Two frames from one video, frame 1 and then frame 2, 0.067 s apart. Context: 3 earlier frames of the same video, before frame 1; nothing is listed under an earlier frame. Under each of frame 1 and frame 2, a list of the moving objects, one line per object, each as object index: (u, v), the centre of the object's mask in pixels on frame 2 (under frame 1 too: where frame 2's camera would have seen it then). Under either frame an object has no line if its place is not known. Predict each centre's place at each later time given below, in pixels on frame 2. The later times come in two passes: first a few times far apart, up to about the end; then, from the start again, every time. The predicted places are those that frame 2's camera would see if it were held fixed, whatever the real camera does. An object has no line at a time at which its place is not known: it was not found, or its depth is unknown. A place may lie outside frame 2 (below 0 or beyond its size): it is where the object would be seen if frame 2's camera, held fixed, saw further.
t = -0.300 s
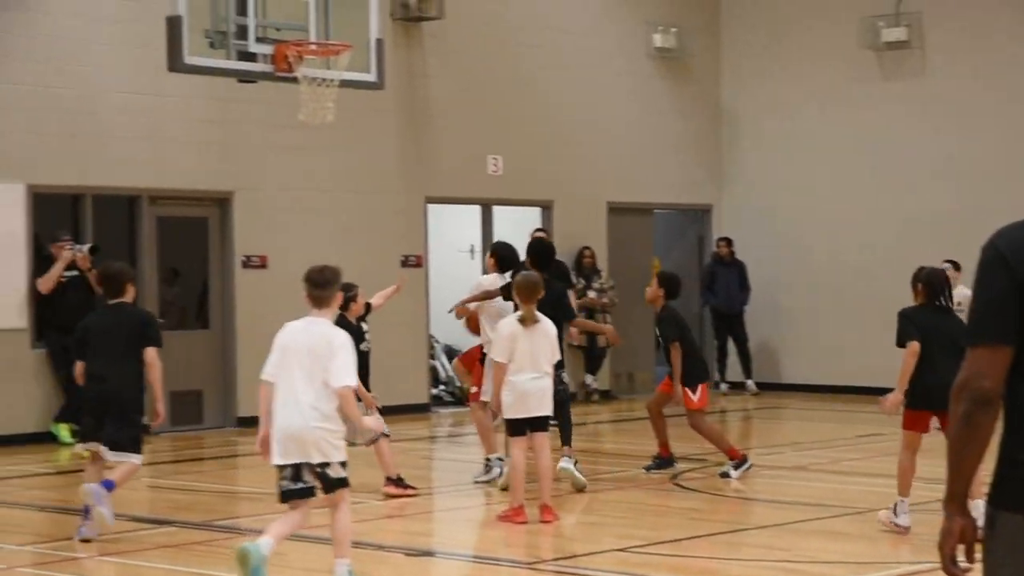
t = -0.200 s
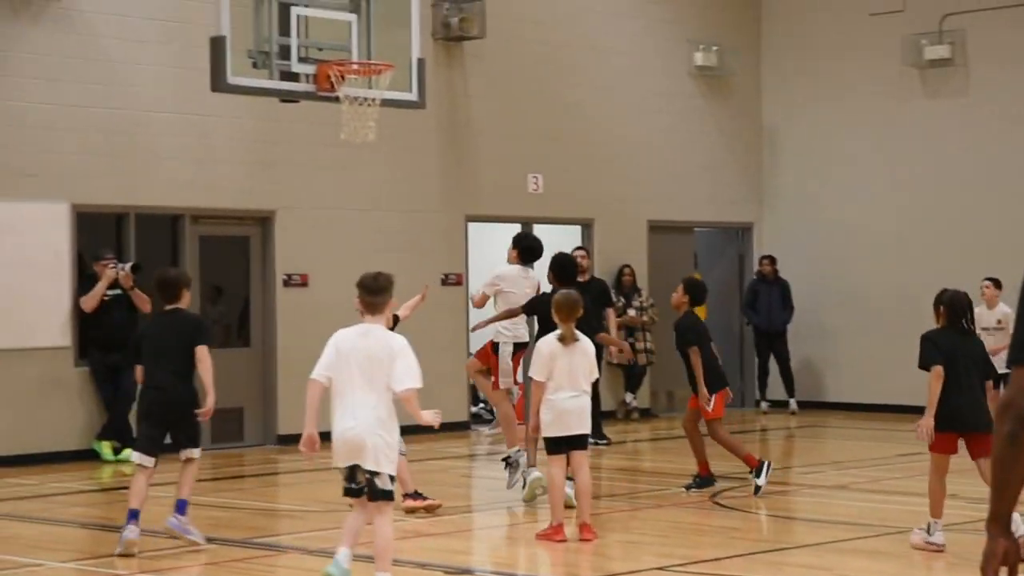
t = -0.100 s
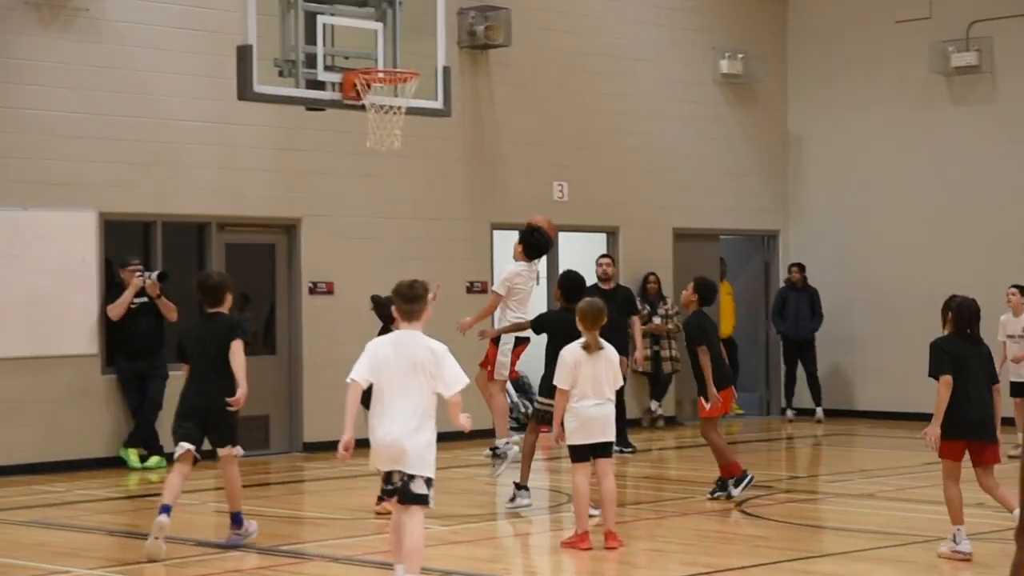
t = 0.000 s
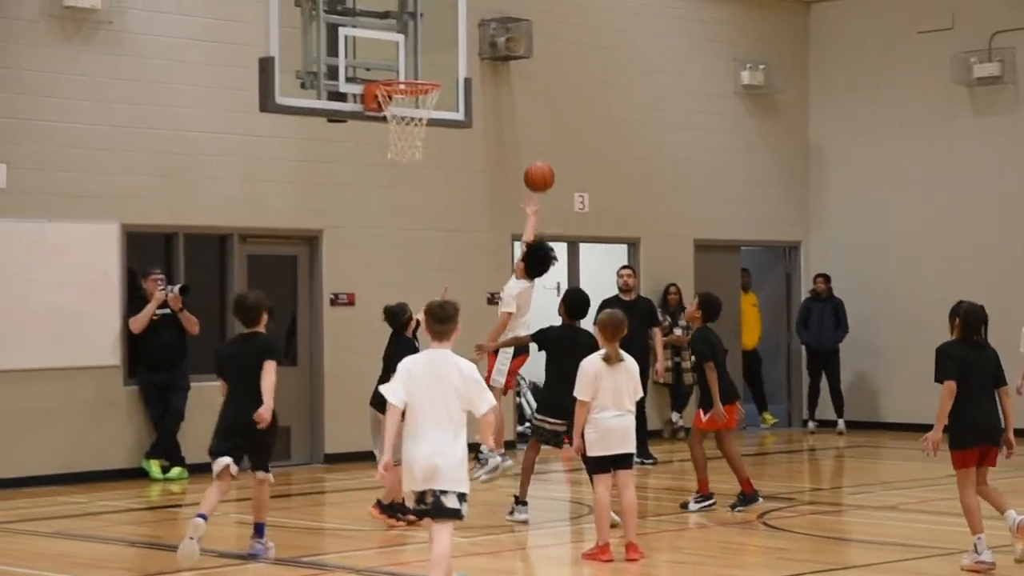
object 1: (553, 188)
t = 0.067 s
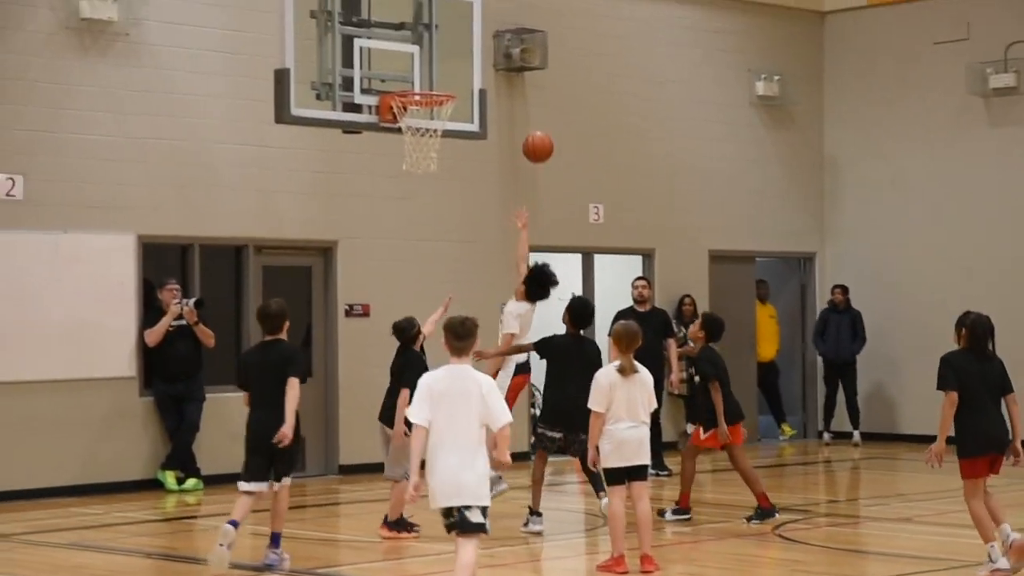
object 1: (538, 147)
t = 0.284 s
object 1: (487, 54)
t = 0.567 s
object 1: (419, 26)
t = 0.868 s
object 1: (356, 107)
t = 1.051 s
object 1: (345, 183)
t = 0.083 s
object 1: (534, 138)
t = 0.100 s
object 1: (530, 129)
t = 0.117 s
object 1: (526, 120)
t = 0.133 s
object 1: (522, 111)
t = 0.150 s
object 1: (518, 104)
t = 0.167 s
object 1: (514, 96)
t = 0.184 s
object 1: (510, 89)
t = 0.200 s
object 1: (506, 82)
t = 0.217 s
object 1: (502, 76)
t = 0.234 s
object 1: (498, 70)
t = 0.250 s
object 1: (494, 64)
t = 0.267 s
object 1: (491, 59)
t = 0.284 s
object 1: (487, 54)
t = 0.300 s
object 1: (482, 49)
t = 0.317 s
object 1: (479, 45)
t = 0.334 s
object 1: (475, 41)
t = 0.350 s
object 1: (471, 38)
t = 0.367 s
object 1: (467, 35)
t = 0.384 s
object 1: (463, 32)
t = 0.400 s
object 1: (459, 30)
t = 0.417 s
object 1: (455, 28)
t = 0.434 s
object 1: (451, 26)
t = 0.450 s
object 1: (447, 25)
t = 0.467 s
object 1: (443, 24)
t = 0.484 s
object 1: (439, 23)
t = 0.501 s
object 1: (435, 23)
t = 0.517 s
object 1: (432, 23)
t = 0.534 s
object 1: (427, 23)
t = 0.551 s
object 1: (424, 24)
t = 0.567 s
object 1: (419, 26)
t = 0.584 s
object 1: (416, 28)
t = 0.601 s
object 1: (412, 30)
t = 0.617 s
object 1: (408, 32)
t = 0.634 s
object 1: (404, 35)
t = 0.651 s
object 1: (400, 39)
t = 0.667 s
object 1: (396, 42)
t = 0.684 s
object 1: (392, 46)
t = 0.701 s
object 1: (388, 51)
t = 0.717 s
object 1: (384, 55)
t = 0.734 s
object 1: (380, 61)
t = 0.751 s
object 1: (376, 66)
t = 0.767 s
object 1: (372, 72)
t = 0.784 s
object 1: (368, 78)
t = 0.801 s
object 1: (364, 86)
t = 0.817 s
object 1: (360, 92)
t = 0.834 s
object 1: (357, 98)
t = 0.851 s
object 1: (357, 102)
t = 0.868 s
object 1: (356, 107)
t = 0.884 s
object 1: (355, 112)
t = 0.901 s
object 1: (354, 117)
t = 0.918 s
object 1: (353, 122)
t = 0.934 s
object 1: (352, 129)
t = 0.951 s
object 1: (351, 136)
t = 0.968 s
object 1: (350, 142)
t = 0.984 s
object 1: (349, 149)
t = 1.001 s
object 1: (348, 158)
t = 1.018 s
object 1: (347, 165)
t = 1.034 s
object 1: (346, 174)
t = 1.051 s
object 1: (345, 183)
